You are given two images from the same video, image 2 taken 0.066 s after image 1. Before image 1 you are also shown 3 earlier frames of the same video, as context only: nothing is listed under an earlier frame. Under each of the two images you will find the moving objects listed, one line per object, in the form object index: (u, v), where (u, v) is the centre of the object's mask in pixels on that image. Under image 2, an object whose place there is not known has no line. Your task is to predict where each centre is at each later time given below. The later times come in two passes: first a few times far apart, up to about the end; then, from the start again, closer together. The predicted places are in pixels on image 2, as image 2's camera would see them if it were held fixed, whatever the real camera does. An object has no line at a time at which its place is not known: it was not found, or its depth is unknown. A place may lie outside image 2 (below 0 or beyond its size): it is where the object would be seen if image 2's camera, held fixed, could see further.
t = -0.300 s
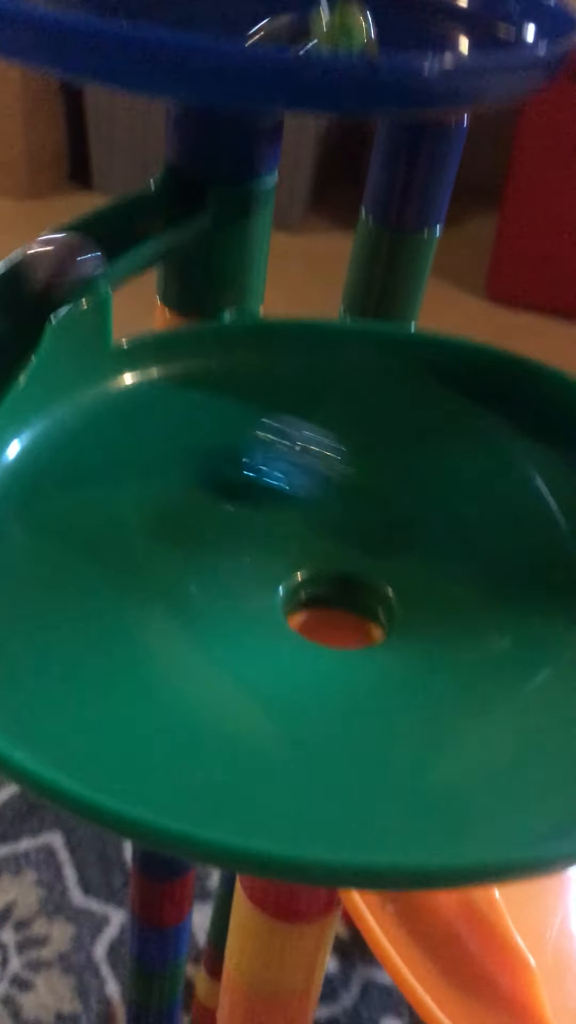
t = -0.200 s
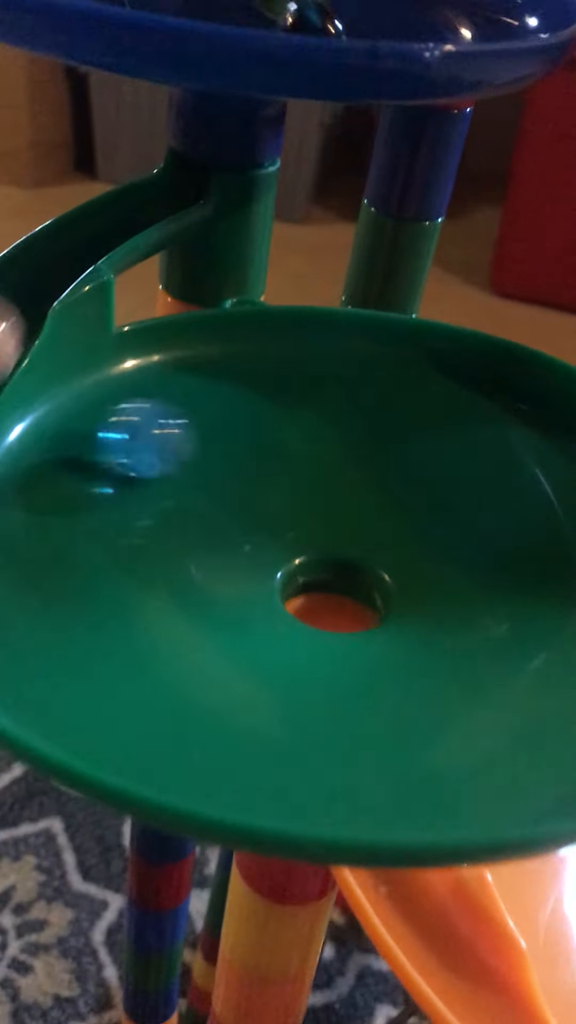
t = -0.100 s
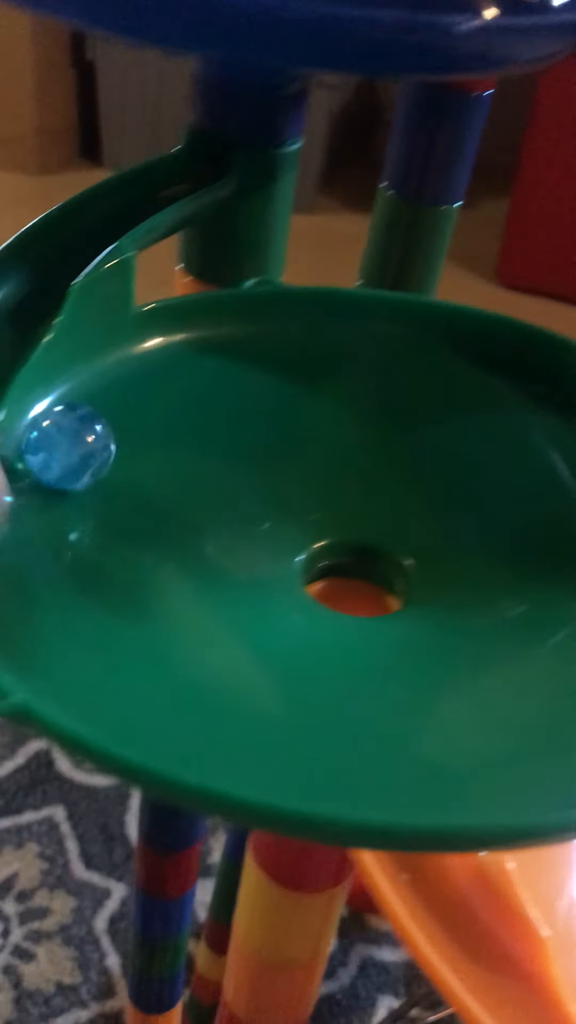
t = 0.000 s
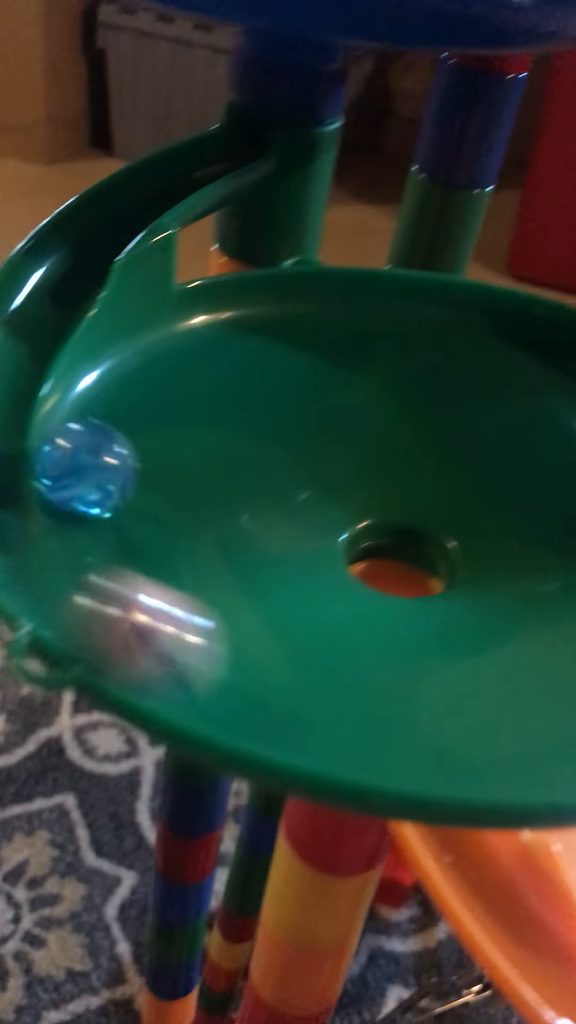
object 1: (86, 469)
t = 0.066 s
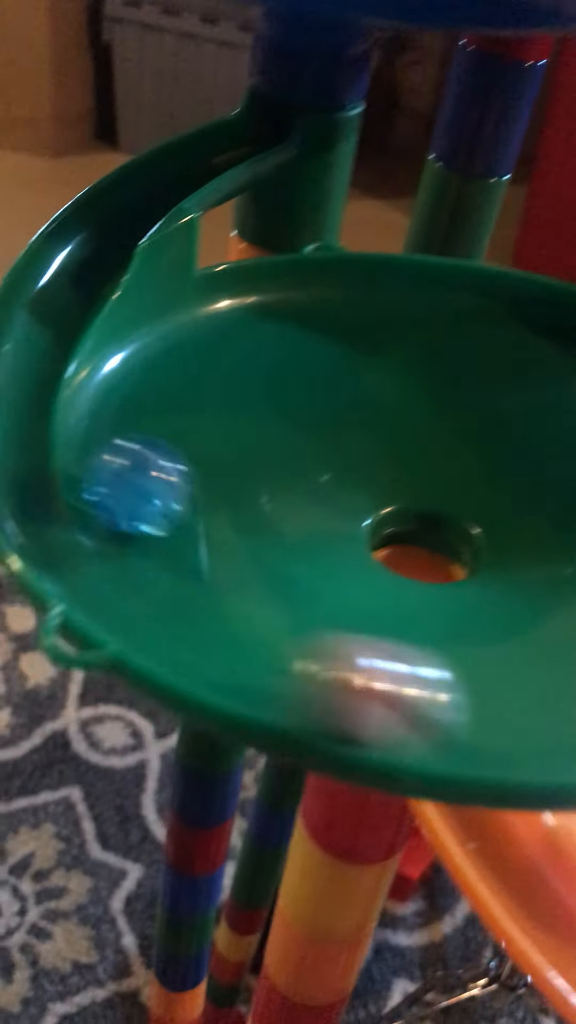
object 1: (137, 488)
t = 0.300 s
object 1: (453, 549)
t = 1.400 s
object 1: (396, 352)
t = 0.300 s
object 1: (453, 549)
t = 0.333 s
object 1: (496, 521)
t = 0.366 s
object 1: (518, 472)
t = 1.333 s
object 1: (468, 426)
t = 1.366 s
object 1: (430, 381)
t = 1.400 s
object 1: (396, 352)
